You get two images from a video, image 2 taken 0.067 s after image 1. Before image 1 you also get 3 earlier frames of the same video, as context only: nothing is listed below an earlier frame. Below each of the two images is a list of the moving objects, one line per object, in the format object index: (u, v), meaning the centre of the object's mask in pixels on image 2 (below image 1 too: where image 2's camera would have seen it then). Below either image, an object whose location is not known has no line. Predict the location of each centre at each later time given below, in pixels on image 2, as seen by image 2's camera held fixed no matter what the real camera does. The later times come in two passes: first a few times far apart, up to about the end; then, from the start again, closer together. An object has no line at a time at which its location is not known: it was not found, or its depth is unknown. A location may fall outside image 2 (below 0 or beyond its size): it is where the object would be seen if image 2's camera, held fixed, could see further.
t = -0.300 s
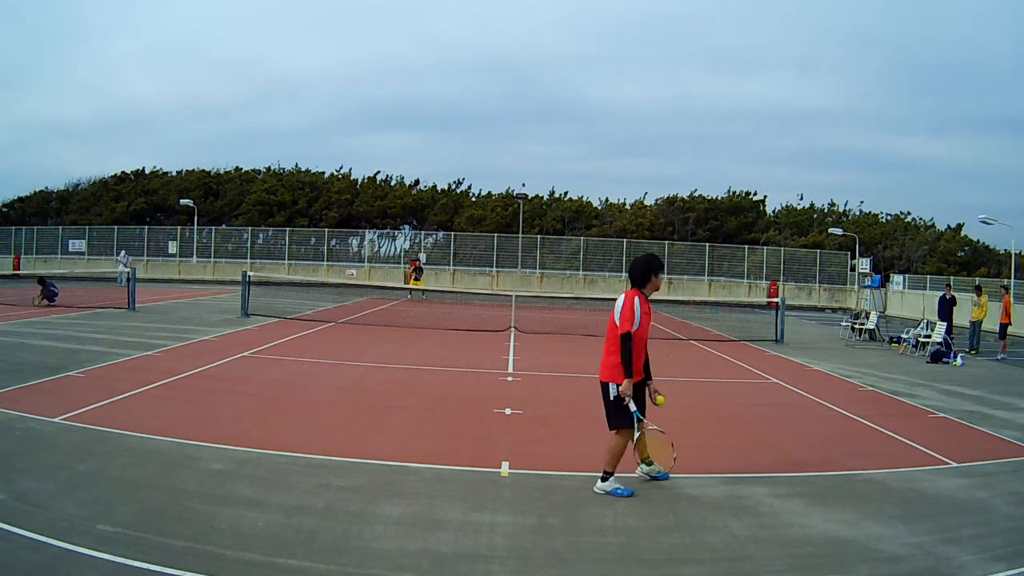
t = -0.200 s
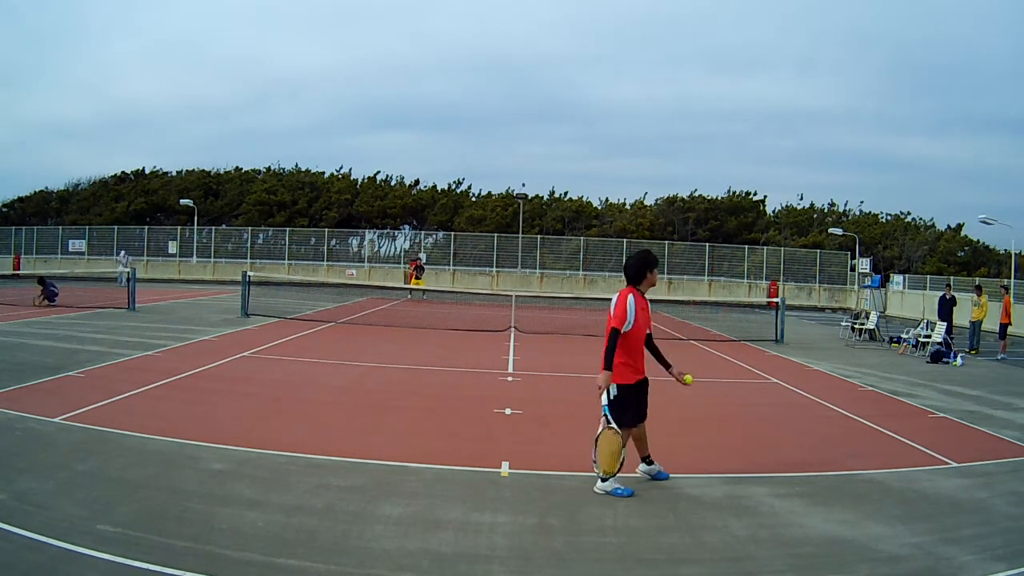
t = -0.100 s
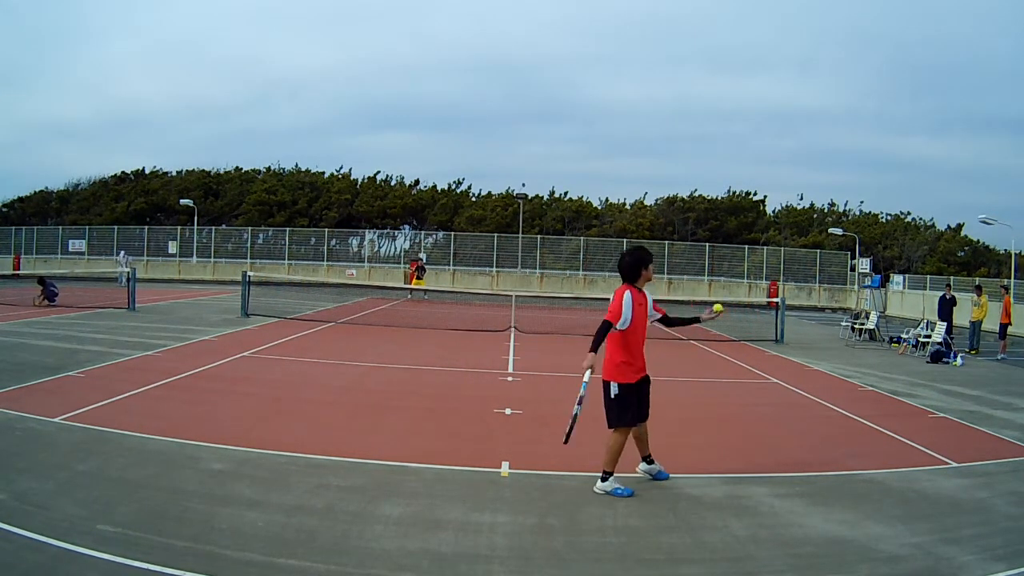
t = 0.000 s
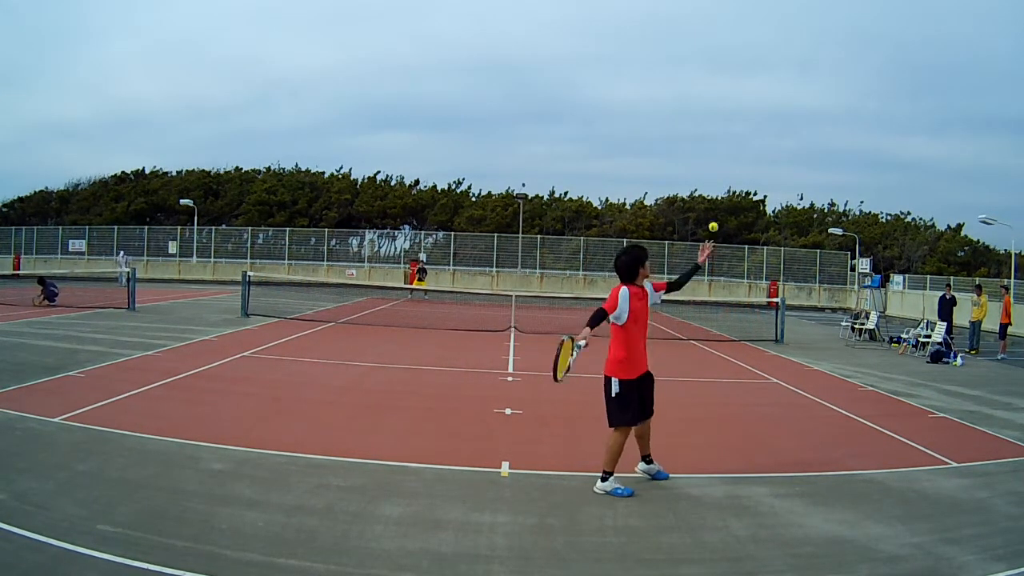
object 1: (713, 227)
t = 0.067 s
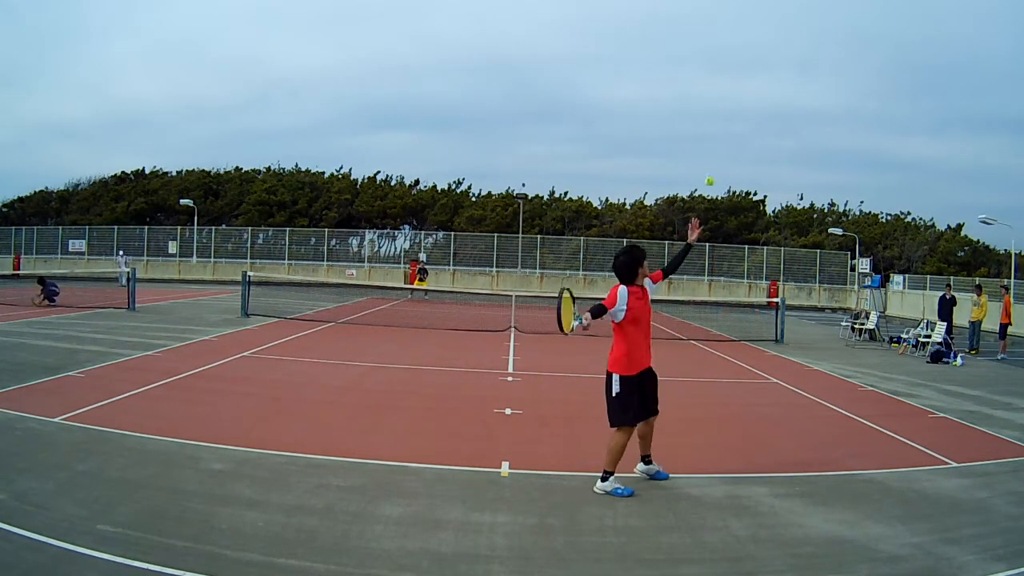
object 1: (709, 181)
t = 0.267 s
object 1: (694, 84)
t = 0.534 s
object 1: (676, 39)
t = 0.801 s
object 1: (659, 76)
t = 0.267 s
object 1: (694, 84)
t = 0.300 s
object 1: (692, 74)
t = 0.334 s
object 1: (690, 65)
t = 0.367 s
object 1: (687, 57)
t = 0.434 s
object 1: (683, 46)
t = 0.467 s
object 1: (681, 42)
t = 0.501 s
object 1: (678, 40)
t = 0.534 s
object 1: (676, 39)
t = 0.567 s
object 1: (674, 39)
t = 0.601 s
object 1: (672, 41)
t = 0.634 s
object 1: (670, 43)
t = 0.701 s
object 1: (666, 54)
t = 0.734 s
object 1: (664, 60)
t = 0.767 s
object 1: (661, 67)
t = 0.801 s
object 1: (659, 76)
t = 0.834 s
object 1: (658, 86)
